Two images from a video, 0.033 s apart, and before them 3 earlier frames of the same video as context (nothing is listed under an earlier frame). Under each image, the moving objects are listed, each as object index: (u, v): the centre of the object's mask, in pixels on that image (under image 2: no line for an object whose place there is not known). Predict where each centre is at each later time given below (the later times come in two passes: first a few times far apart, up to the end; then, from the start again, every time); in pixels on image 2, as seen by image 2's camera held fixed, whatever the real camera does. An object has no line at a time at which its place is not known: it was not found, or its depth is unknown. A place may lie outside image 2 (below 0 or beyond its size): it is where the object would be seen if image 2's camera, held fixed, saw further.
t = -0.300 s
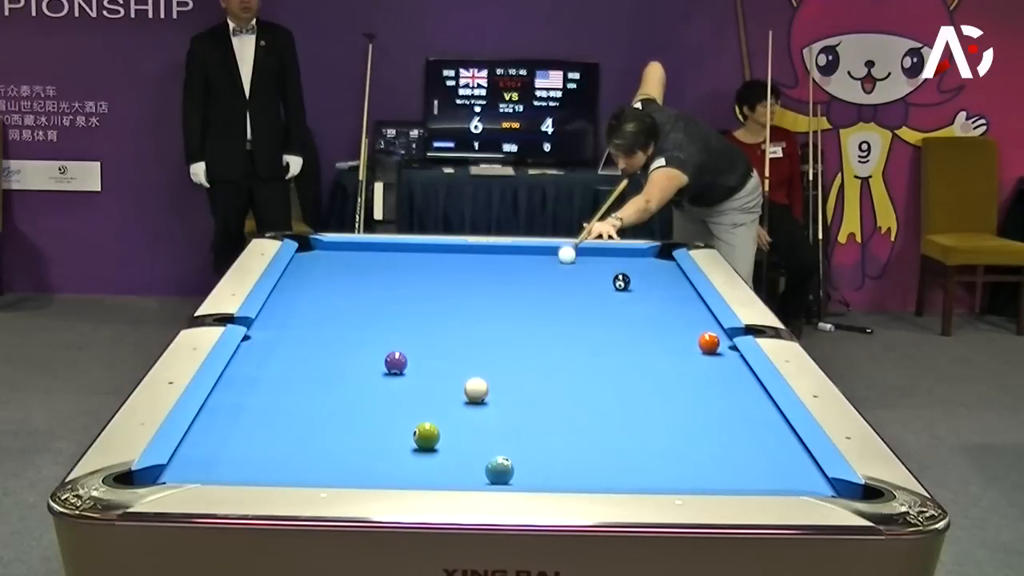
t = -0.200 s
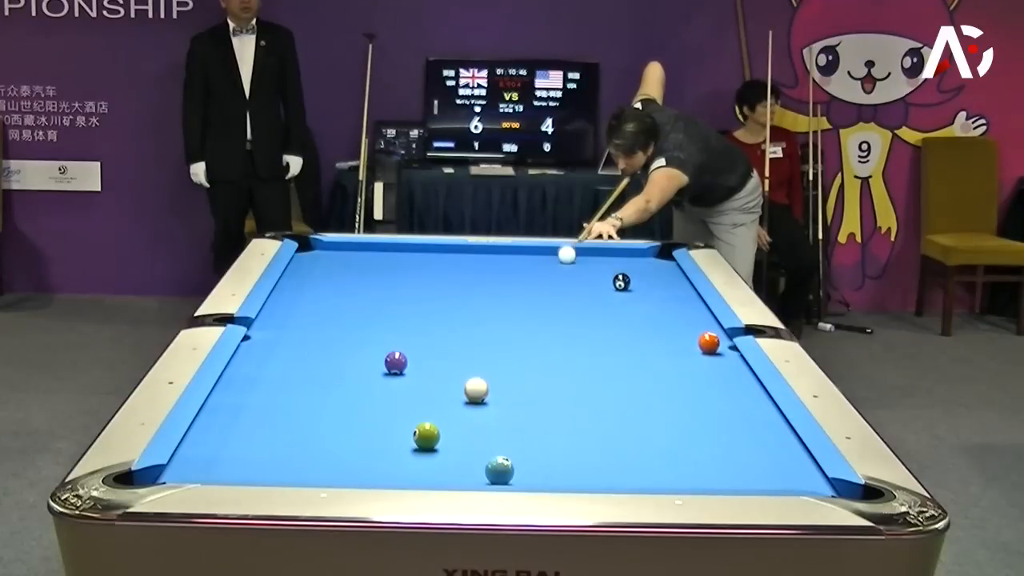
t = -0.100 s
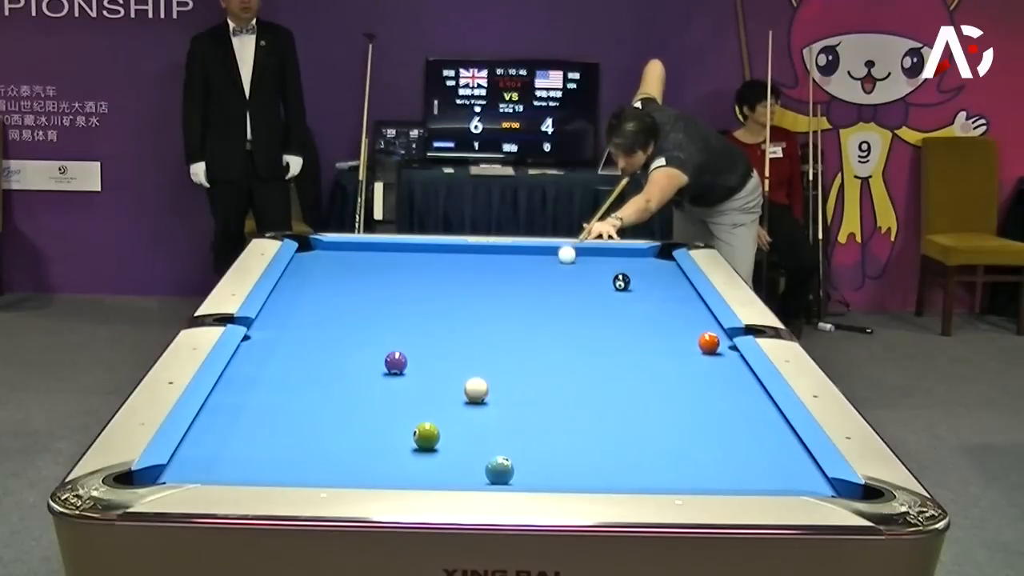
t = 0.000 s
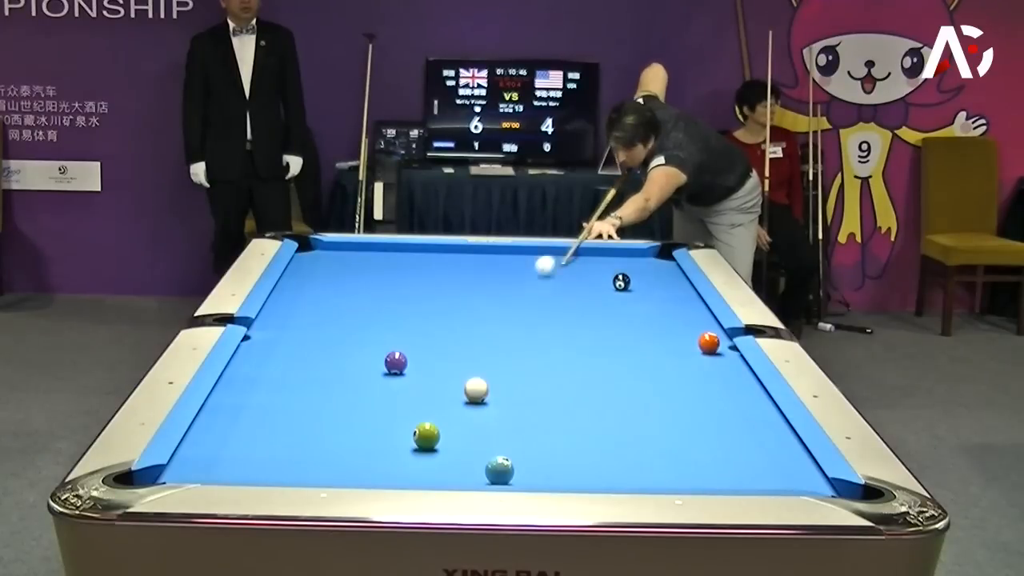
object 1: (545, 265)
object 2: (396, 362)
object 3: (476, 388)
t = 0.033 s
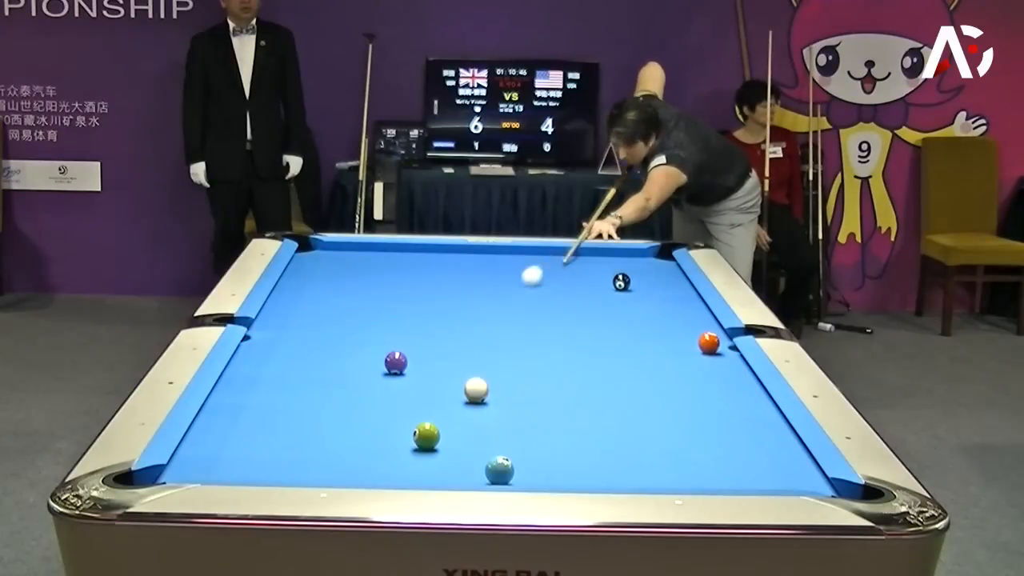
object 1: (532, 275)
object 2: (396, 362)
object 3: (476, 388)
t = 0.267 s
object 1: (426, 344)
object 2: (396, 362)
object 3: (476, 388)
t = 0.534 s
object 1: (420, 363)
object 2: (222, 449)
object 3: (476, 388)
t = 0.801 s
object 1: (435, 370)
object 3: (476, 388)
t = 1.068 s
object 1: (449, 375)
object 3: (476, 388)
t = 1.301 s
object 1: (459, 380)
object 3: (476, 388)
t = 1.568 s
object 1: (468, 380)
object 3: (477, 391)
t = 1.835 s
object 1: (474, 381)
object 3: (481, 394)
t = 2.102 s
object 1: (478, 381)
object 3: (485, 398)
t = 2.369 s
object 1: (479, 382)
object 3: (488, 399)
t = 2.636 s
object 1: (480, 383)
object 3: (491, 400)
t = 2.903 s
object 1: (480, 384)
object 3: (493, 401)
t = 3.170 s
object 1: (480, 384)
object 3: (494, 401)
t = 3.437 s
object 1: (480, 384)
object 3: (494, 401)
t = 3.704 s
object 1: (480, 384)
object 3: (494, 401)
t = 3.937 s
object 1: (480, 384)
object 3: (494, 401)
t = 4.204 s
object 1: (480, 384)
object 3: (495, 401)
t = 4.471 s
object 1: (480, 384)
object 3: (495, 401)
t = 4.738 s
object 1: (480, 384)
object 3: (495, 401)
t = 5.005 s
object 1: (480, 384)
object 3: (495, 401)
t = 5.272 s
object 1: (480, 384)
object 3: (495, 401)
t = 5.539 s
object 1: (480, 384)
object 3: (495, 401)
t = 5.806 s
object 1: (480, 384)
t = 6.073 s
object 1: (480, 384)
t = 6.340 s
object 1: (480, 384)
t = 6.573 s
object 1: (480, 384)
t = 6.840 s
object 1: (480, 384)
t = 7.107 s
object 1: (480, 384)
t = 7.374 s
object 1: (480, 384)
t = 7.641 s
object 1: (480, 384)
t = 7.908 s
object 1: (480, 384)
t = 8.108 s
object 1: (480, 384)
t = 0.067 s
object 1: (519, 283)
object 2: (396, 362)
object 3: (476, 388)
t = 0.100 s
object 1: (505, 293)
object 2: (396, 362)
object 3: (476, 388)
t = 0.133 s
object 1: (491, 302)
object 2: (396, 362)
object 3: (476, 388)
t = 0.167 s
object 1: (475, 312)
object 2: (396, 362)
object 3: (476, 388)
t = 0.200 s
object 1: (460, 322)
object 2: (396, 362)
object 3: (476, 388)
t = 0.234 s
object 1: (443, 333)
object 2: (396, 362)
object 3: (476, 388)
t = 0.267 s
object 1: (426, 344)
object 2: (396, 362)
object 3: (476, 388)
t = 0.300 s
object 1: (411, 354)
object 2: (395, 362)
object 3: (476, 388)
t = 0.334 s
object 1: (409, 358)
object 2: (376, 372)
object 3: (476, 388)
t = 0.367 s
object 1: (411, 359)
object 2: (352, 384)
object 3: (476, 388)
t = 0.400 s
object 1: (413, 360)
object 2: (328, 396)
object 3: (476, 388)
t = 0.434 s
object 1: (415, 361)
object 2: (303, 408)
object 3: (476, 388)
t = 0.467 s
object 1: (417, 361)
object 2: (276, 422)
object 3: (476, 388)
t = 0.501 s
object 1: (418, 362)
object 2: (250, 435)
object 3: (476, 388)
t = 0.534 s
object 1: (420, 363)
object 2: (222, 449)
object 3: (476, 388)
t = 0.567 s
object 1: (422, 363)
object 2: (192, 464)
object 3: (476, 388)
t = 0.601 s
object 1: (424, 365)
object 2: (160, 474)
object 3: (476, 388)
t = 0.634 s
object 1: (426, 366)
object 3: (476, 388)
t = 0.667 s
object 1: (428, 366)
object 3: (476, 388)
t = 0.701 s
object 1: (430, 367)
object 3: (476, 388)
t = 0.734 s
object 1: (431, 368)
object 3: (476, 388)
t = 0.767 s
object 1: (433, 369)
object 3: (476, 388)
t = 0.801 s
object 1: (435, 370)
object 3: (476, 388)
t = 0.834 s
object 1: (437, 370)
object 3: (476, 388)
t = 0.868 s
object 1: (439, 371)
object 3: (476, 388)
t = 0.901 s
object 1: (440, 372)
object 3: (476, 388)
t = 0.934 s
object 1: (442, 373)
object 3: (476, 388)
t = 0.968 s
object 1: (444, 373)
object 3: (476, 388)
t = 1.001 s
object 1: (445, 374)
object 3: (476, 388)
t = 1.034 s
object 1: (447, 375)
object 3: (476, 388)
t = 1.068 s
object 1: (449, 375)
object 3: (476, 388)
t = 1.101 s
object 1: (450, 376)
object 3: (476, 388)
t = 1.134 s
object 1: (452, 377)
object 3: (476, 388)
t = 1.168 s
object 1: (453, 377)
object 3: (476, 388)
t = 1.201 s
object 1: (455, 378)
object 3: (476, 388)
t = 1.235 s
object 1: (456, 379)
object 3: (476, 388)
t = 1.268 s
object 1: (457, 379)
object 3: (476, 388)
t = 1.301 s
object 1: (459, 380)
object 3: (476, 388)
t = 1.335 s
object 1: (460, 380)
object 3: (476, 388)
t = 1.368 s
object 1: (461, 380)
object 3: (476, 388)
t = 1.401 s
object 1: (462, 380)
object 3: (476, 388)
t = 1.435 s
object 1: (463, 381)
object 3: (476, 388)
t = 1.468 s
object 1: (464, 380)
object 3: (476, 388)
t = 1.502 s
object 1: (465, 380)
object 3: (477, 389)
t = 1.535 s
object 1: (466, 380)
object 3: (477, 389)
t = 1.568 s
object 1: (468, 380)
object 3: (477, 391)
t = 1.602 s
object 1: (469, 381)
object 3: (478, 391)
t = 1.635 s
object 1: (469, 381)
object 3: (479, 392)
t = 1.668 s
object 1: (471, 381)
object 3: (479, 393)
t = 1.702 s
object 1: (471, 381)
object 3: (480, 393)
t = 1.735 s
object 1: (471, 380)
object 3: (480, 393)
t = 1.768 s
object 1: (472, 380)
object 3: (480, 393)
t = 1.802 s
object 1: (473, 381)
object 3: (481, 394)
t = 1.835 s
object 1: (474, 381)
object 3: (481, 394)
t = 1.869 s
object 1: (474, 381)
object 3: (483, 395)
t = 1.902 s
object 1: (475, 381)
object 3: (483, 395)
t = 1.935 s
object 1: (475, 381)
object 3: (484, 396)
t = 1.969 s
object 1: (476, 381)
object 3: (484, 396)
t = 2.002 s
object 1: (476, 381)
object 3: (484, 396)
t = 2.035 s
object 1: (477, 381)
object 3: (485, 397)
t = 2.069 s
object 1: (477, 381)
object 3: (485, 397)
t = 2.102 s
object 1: (478, 381)
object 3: (485, 398)
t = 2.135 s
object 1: (478, 381)
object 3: (486, 397)
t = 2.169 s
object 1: (478, 381)
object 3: (486, 397)
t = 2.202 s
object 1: (479, 381)
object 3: (486, 397)
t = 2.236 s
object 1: (479, 382)
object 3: (487, 398)
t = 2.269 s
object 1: (479, 382)
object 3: (487, 398)
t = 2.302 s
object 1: (479, 382)
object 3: (488, 398)
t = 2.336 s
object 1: (479, 382)
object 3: (488, 399)
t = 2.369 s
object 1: (479, 382)
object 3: (488, 399)
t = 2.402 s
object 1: (479, 382)
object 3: (489, 399)
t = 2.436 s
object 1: (479, 382)
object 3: (489, 399)
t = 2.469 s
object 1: (479, 383)
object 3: (489, 399)
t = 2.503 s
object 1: (479, 383)
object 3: (490, 399)
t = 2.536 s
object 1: (479, 383)
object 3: (490, 400)
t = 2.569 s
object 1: (479, 383)
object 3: (490, 400)
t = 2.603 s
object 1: (480, 383)
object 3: (491, 400)
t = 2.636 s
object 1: (480, 383)
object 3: (491, 400)
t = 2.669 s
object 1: (480, 383)
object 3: (491, 400)
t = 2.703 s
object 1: (480, 383)
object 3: (492, 400)
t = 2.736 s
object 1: (480, 383)
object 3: (492, 400)
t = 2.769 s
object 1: (480, 383)
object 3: (492, 401)
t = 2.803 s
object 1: (480, 384)
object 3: (492, 401)
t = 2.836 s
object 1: (480, 384)
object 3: (493, 401)
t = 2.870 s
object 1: (480, 384)
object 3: (493, 401)
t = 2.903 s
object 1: (480, 384)
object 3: (493, 401)
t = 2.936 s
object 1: (480, 384)
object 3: (493, 401)
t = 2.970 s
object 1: (480, 384)
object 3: (493, 401)
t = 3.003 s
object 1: (480, 384)
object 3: (494, 401)
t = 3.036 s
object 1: (480, 384)
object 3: (494, 401)
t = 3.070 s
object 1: (480, 384)
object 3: (494, 401)
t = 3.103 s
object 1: (480, 384)
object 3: (494, 401)
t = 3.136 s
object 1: (480, 384)
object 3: (494, 401)
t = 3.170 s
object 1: (480, 384)
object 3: (494, 401)
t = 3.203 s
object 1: (480, 384)
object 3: (494, 401)
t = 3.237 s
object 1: (480, 384)
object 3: (494, 401)
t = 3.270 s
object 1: (480, 384)
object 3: (494, 401)
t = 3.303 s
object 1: (480, 384)
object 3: (494, 401)
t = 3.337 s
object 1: (480, 384)
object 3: (494, 401)
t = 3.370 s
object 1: (480, 384)
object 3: (494, 401)
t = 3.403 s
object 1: (480, 384)
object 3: (495, 401)
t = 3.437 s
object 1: (480, 384)
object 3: (494, 401)
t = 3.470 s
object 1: (480, 384)
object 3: (494, 401)
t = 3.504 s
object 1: (480, 384)
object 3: (494, 401)
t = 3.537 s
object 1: (480, 384)
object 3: (494, 401)
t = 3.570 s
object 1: (480, 384)
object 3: (495, 401)
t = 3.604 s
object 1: (480, 384)
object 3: (494, 401)
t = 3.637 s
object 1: (480, 384)
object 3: (494, 401)
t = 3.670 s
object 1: (480, 384)
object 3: (494, 401)
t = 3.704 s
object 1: (480, 384)
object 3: (494, 401)
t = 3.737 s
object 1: (480, 384)
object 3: (494, 401)
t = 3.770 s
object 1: (480, 384)
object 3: (494, 401)
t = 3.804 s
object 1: (480, 384)
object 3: (494, 401)
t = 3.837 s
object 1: (480, 384)
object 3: (494, 401)
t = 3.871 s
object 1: (480, 384)
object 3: (494, 401)
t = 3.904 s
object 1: (480, 384)
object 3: (494, 401)
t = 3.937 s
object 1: (480, 384)
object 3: (494, 401)
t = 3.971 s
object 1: (480, 384)
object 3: (494, 401)
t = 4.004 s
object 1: (480, 384)
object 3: (494, 401)
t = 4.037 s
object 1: (480, 384)
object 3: (494, 401)
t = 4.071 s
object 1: (480, 384)
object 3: (494, 401)
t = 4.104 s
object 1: (480, 384)
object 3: (494, 401)
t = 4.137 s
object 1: (480, 384)
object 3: (495, 401)
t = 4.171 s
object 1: (480, 384)
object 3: (495, 401)
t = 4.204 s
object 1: (480, 384)
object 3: (495, 401)
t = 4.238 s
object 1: (480, 384)
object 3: (495, 401)
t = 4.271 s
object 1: (480, 384)
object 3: (495, 401)
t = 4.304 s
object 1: (480, 384)
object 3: (494, 401)
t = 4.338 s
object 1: (480, 384)
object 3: (495, 401)
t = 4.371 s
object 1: (480, 384)
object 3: (495, 401)
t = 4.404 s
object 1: (480, 384)
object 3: (495, 401)
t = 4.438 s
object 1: (480, 384)
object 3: (495, 401)
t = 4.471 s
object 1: (480, 384)
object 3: (495, 401)
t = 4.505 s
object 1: (480, 384)
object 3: (495, 401)
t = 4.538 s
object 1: (480, 384)
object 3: (495, 401)
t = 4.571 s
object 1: (480, 384)
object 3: (495, 401)
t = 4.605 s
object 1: (480, 384)
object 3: (495, 401)
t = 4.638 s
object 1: (480, 384)
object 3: (495, 401)
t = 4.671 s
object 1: (480, 384)
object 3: (495, 401)
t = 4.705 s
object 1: (480, 384)
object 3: (495, 401)
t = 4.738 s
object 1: (480, 384)
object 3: (495, 401)
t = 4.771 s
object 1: (480, 384)
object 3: (495, 401)
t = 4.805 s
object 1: (480, 384)
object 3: (495, 401)
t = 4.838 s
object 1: (480, 384)
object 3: (495, 401)
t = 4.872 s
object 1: (480, 384)
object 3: (495, 401)
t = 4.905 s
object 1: (480, 384)
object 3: (495, 401)
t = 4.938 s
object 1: (480, 384)
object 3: (495, 401)
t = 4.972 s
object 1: (480, 384)
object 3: (495, 401)
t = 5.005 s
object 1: (480, 384)
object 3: (495, 401)
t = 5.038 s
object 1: (480, 384)
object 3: (495, 401)
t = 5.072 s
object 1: (480, 384)
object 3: (495, 401)
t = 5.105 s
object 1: (480, 384)
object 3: (495, 401)
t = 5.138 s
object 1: (480, 384)
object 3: (495, 401)
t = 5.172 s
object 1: (480, 384)
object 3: (495, 401)
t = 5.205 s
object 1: (480, 384)
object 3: (495, 401)
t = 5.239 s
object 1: (480, 384)
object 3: (495, 401)
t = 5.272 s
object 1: (480, 384)
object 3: (495, 401)
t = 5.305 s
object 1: (480, 384)
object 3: (495, 401)
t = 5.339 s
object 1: (480, 384)
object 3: (495, 401)
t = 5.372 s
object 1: (480, 384)
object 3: (495, 401)
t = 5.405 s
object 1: (480, 384)
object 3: (495, 401)
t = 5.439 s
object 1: (480, 384)
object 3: (494, 401)
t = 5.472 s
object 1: (480, 384)
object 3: (494, 401)
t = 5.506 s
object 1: (480, 384)
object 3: (495, 401)
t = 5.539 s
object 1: (480, 384)
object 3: (495, 401)
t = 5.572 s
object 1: (480, 384)
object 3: (495, 401)
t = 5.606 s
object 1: (480, 384)
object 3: (495, 401)
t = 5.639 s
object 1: (480, 384)
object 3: (495, 401)
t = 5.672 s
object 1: (480, 384)
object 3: (494, 401)
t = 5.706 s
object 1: (480, 384)
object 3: (494, 401)
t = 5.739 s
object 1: (480, 384)
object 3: (494, 401)
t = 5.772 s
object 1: (480, 384)
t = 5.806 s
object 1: (480, 384)
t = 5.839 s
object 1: (480, 384)
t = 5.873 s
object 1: (480, 384)
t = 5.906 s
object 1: (480, 384)
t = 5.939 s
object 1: (480, 384)
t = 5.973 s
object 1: (480, 384)
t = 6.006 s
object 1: (480, 384)
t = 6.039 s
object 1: (480, 384)
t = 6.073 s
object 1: (480, 384)
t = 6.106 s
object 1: (480, 384)
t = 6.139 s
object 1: (480, 384)
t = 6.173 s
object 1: (480, 384)
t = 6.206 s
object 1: (480, 384)
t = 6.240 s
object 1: (480, 384)
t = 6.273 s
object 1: (480, 384)
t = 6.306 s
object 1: (480, 384)
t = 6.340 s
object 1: (480, 384)
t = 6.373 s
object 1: (480, 384)
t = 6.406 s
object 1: (480, 384)
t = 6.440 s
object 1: (480, 384)
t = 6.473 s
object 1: (480, 384)
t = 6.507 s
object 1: (480, 384)
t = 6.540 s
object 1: (480, 384)
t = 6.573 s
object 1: (480, 384)
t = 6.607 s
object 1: (480, 384)
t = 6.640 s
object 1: (480, 384)
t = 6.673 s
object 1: (480, 384)
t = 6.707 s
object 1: (480, 384)
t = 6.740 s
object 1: (480, 384)
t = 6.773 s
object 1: (480, 384)
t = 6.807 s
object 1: (480, 384)
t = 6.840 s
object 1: (480, 384)
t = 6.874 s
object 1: (480, 384)
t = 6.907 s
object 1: (480, 384)
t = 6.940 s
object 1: (480, 384)
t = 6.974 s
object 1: (480, 384)
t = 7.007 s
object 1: (480, 384)
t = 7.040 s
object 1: (480, 384)
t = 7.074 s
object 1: (480, 384)
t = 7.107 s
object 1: (480, 384)
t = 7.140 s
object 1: (480, 384)
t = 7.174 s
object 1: (480, 384)
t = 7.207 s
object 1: (480, 384)
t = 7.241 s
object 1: (480, 384)
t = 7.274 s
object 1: (480, 384)
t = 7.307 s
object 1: (480, 384)
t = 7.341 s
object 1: (480, 384)
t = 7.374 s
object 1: (480, 384)
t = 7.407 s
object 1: (480, 384)
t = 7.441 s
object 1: (480, 384)
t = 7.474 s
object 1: (480, 384)
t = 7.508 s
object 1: (480, 384)
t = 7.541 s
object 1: (480, 384)
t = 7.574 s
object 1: (480, 384)
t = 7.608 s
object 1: (480, 384)
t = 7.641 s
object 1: (480, 384)
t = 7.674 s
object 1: (480, 384)
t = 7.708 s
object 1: (480, 384)
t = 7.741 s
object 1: (480, 384)
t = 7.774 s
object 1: (480, 384)
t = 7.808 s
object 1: (480, 384)
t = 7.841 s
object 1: (480, 384)
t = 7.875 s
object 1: (480, 384)
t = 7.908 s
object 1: (480, 384)
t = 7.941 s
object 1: (480, 384)
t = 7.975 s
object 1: (480, 384)
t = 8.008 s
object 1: (480, 384)
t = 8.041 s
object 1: (480, 384)
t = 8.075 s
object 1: (480, 384)
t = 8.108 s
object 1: (480, 384)
